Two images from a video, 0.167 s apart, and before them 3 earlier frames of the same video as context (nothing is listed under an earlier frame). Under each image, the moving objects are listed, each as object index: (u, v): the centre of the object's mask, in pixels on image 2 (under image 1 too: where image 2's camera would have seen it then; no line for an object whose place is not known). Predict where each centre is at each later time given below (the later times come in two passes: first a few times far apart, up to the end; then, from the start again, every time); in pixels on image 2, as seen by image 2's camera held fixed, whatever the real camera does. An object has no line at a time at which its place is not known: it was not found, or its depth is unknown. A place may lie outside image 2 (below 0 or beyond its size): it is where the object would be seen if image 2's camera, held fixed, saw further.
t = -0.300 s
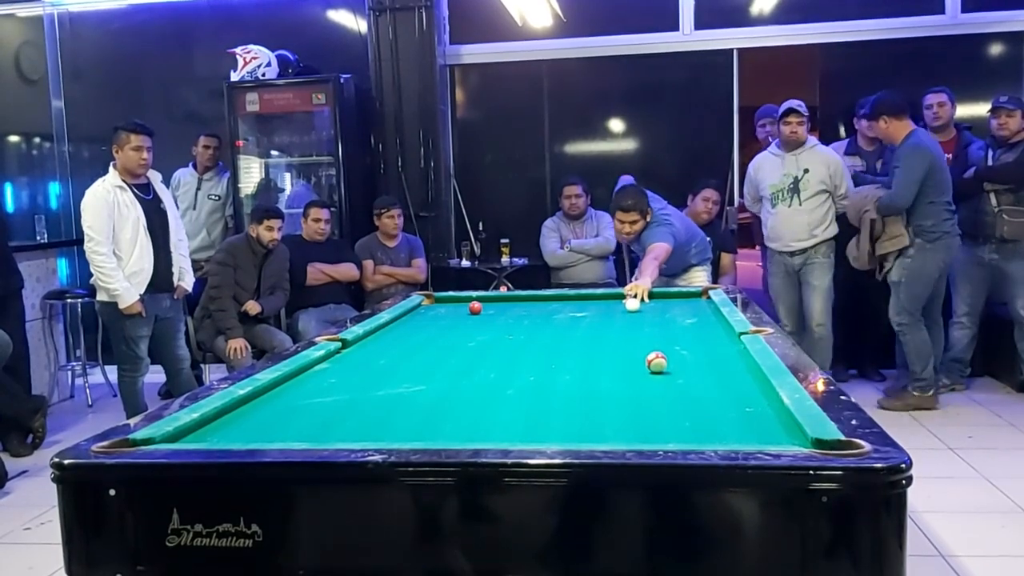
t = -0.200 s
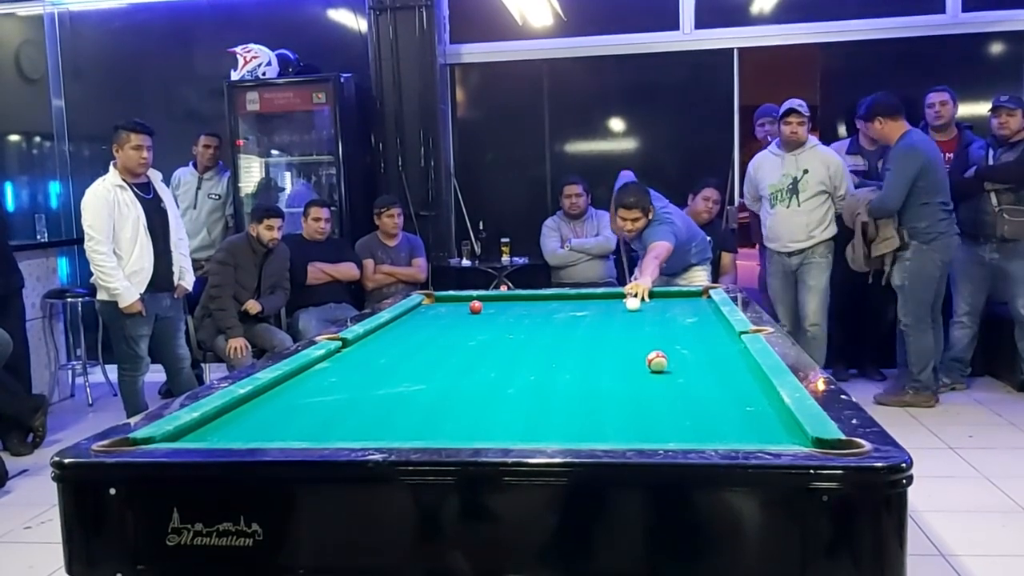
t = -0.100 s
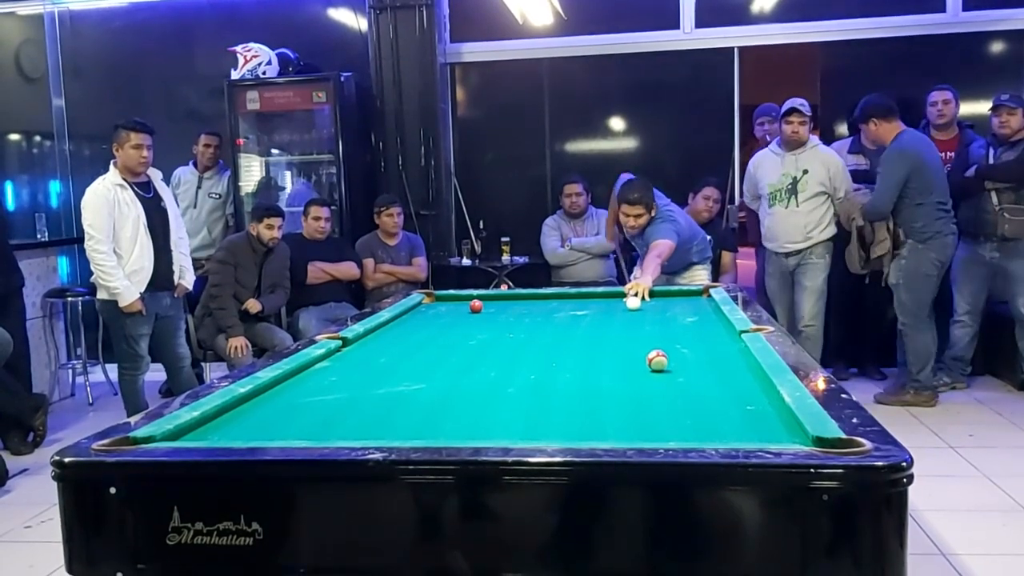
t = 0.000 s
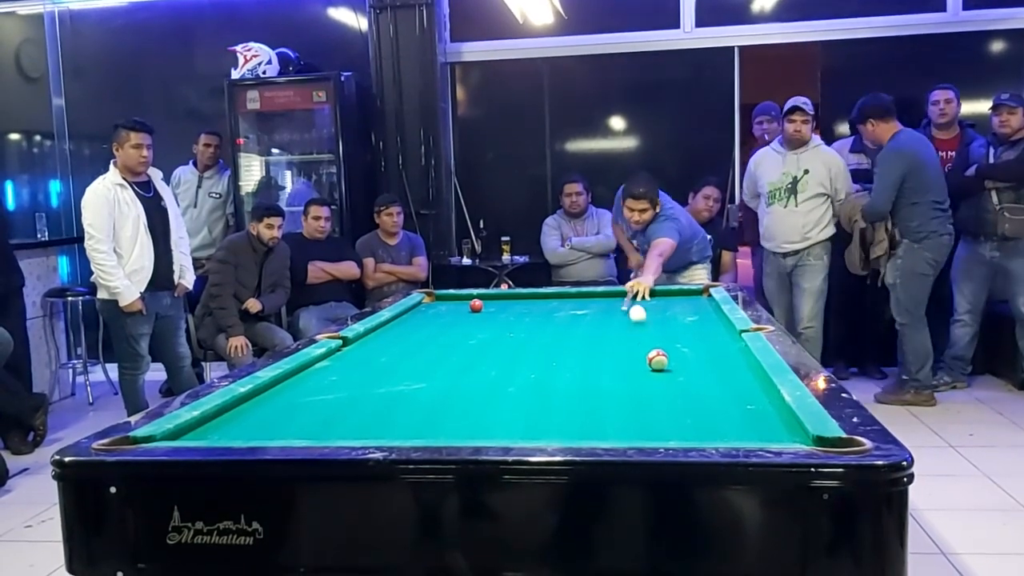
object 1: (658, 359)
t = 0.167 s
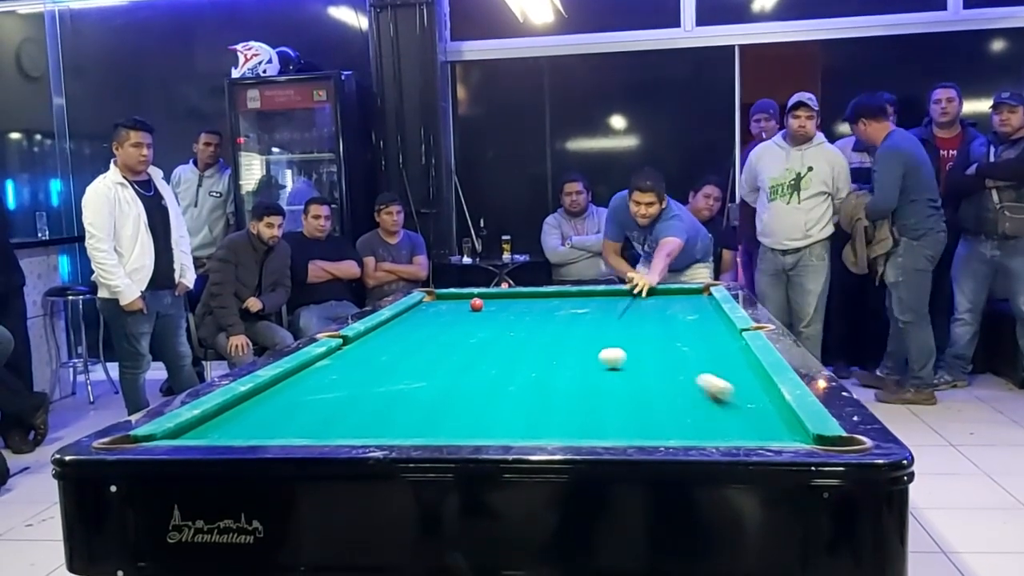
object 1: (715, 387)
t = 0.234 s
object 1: (792, 430)
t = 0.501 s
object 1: (642, 359)
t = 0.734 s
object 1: (586, 323)
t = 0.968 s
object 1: (551, 300)
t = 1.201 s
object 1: (524, 301)
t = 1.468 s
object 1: (485, 321)
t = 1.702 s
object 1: (443, 340)
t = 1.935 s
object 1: (388, 364)
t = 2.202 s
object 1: (305, 400)
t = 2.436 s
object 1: (213, 433)
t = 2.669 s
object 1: (264, 408)
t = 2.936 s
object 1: (303, 383)
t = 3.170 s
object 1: (331, 365)
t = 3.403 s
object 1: (352, 351)
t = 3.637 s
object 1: (370, 339)
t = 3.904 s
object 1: (387, 328)
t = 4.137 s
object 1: (400, 319)
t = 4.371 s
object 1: (411, 312)
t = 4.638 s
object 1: (421, 305)
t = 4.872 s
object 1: (429, 300)
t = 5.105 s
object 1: (436, 295)
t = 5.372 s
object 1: (429, 298)
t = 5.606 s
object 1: (429, 300)
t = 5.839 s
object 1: (429, 303)
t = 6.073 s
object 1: (429, 305)
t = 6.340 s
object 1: (429, 307)
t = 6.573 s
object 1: (429, 309)
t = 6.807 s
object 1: (429, 311)
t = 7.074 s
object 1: (429, 313)
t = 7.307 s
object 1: (430, 314)
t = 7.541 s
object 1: (429, 314)
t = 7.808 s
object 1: (428, 315)
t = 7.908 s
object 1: (429, 315)
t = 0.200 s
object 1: (755, 410)
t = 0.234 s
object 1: (792, 430)
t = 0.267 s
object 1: (768, 429)
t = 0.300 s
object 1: (741, 417)
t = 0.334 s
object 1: (719, 405)
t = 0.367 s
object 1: (700, 391)
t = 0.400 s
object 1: (681, 383)
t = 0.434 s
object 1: (667, 374)
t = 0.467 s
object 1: (653, 365)
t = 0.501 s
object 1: (642, 359)
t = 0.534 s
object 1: (631, 352)
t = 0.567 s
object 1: (622, 347)
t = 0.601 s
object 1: (613, 340)
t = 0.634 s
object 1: (606, 336)
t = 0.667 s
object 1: (599, 331)
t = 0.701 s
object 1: (593, 327)
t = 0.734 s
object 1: (586, 323)
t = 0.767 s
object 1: (580, 320)
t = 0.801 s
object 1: (575, 316)
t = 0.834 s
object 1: (569, 313)
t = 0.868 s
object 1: (565, 309)
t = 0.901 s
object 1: (560, 306)
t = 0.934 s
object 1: (556, 304)
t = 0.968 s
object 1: (551, 300)
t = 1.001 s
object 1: (548, 298)
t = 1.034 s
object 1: (543, 295)
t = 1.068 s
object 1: (540, 293)
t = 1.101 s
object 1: (536, 293)
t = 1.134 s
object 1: (533, 294)
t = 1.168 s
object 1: (528, 298)
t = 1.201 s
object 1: (524, 301)
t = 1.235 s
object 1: (520, 304)
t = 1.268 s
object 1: (515, 306)
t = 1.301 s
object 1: (511, 309)
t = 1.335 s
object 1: (506, 311)
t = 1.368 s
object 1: (501, 314)
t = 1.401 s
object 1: (495, 316)
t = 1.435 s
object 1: (491, 318)
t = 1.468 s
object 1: (485, 321)
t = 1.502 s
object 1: (480, 323)
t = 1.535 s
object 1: (474, 326)
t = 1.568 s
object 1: (468, 329)
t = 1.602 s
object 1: (462, 331)
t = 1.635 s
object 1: (456, 334)
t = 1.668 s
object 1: (450, 337)
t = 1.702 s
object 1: (443, 340)
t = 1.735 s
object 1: (436, 343)
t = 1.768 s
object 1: (428, 346)
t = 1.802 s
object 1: (422, 349)
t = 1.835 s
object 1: (414, 353)
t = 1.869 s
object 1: (405, 356)
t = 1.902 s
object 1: (398, 360)
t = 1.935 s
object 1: (388, 364)
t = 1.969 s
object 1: (380, 368)
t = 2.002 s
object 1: (371, 372)
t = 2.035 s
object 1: (360, 377)
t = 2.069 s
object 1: (350, 381)
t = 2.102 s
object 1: (340, 385)
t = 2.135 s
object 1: (328, 390)
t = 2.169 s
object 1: (317, 395)
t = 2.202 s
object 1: (305, 400)
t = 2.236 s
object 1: (292, 406)
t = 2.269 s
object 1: (278, 412)
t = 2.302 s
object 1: (265, 418)
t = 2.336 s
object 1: (250, 423)
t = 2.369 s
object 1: (235, 428)
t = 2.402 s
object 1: (220, 432)
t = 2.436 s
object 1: (213, 433)
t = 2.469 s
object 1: (222, 430)
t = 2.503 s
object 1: (231, 426)
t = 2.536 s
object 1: (238, 424)
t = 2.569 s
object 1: (245, 419)
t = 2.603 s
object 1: (252, 416)
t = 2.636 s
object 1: (258, 412)
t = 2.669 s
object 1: (264, 408)
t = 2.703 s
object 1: (269, 405)
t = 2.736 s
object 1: (274, 401)
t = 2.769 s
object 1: (280, 398)
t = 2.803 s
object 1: (285, 394)
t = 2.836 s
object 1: (290, 391)
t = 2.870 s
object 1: (294, 388)
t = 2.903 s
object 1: (299, 385)
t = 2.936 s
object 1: (303, 383)
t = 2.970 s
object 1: (307, 380)
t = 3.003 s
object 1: (312, 377)
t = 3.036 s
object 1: (315, 375)
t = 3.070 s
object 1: (319, 372)
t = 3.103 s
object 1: (323, 370)
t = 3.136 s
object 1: (327, 368)
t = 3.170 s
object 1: (331, 365)
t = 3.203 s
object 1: (334, 363)
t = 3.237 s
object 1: (337, 361)
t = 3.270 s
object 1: (341, 358)
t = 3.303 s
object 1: (344, 357)
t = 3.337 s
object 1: (347, 354)
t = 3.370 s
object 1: (350, 352)
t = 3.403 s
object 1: (352, 351)
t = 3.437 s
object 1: (355, 348)
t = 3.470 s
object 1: (358, 347)
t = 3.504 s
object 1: (361, 346)
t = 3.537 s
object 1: (363, 344)
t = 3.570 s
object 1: (366, 342)
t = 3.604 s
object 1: (368, 340)
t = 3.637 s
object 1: (370, 339)
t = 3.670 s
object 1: (373, 338)
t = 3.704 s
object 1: (375, 336)
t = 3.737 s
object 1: (377, 334)
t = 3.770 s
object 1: (379, 333)
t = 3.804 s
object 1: (381, 332)
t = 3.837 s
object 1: (383, 330)
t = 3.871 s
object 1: (386, 329)
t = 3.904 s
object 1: (387, 328)
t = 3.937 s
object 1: (390, 326)
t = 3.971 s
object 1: (391, 325)
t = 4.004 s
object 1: (393, 324)
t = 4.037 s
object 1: (395, 323)
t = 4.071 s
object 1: (397, 322)
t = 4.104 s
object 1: (398, 320)
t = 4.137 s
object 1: (400, 319)
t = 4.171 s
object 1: (401, 318)
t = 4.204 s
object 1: (403, 317)
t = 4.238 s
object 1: (405, 316)
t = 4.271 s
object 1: (406, 315)
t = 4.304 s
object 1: (408, 314)
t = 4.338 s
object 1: (409, 313)
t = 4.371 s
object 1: (411, 312)
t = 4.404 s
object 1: (412, 311)
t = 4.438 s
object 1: (413, 310)
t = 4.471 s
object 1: (415, 309)
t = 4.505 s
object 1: (416, 309)
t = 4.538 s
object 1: (418, 308)
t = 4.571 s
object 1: (419, 306)
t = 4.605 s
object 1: (420, 306)
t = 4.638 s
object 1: (421, 305)
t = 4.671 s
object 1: (422, 304)
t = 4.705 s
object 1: (424, 303)
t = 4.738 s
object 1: (425, 303)
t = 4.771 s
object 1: (426, 302)
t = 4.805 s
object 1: (427, 301)
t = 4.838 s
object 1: (428, 301)
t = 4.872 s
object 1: (429, 300)
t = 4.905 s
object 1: (430, 299)
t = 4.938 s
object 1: (431, 299)
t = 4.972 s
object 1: (433, 298)
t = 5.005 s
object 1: (434, 297)
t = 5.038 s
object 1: (435, 296)
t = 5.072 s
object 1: (435, 296)
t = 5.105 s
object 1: (436, 295)
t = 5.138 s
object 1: (436, 295)
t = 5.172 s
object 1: (434, 296)
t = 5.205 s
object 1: (433, 296)
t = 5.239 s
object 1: (430, 296)
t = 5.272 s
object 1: (430, 297)
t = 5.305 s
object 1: (429, 297)
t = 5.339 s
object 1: (429, 297)
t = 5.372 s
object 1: (429, 298)
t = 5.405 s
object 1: (430, 298)
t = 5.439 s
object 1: (430, 299)
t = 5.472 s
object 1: (429, 299)
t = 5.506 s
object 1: (429, 300)
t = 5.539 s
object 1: (429, 300)
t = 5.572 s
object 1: (429, 300)
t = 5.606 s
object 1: (429, 300)
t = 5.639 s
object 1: (429, 300)
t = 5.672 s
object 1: (429, 301)
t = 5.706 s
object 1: (429, 302)
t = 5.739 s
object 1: (429, 301)
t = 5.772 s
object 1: (429, 302)
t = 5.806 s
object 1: (429, 302)
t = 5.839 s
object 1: (429, 303)
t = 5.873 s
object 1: (430, 303)
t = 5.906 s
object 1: (429, 303)
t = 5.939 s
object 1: (429, 304)
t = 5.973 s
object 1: (429, 304)
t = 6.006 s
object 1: (429, 304)
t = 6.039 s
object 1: (429, 305)
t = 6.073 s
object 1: (429, 305)
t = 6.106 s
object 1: (429, 305)
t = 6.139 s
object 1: (429, 305)
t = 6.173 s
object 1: (429, 306)
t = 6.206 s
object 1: (429, 306)
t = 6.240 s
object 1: (429, 306)
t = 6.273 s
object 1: (429, 306)
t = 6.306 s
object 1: (429, 307)
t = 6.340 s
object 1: (429, 307)
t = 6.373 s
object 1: (429, 308)
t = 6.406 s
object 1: (429, 308)
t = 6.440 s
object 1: (429, 308)
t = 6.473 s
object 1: (429, 308)
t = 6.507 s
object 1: (429, 309)
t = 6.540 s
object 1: (429, 309)
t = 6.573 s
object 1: (429, 309)
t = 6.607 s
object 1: (429, 310)
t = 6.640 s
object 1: (429, 310)
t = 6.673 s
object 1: (429, 310)
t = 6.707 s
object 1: (429, 310)
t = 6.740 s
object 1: (429, 310)
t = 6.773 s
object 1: (429, 311)
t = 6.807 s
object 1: (429, 311)
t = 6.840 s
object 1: (429, 311)
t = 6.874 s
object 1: (429, 311)
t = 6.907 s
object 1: (429, 311)
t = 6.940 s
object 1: (429, 312)
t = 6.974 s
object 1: (429, 312)
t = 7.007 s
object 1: (429, 312)
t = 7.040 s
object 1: (429, 312)
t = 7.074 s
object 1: (429, 313)
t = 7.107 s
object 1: (429, 313)
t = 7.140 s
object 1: (429, 313)
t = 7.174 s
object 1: (430, 313)
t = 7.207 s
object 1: (430, 313)
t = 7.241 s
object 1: (430, 313)
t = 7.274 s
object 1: (430, 313)
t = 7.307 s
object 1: (430, 314)
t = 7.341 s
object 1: (429, 314)
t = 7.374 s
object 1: (430, 314)
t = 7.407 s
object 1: (430, 314)
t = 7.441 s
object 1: (429, 314)
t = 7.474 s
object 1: (429, 314)
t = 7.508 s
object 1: (429, 314)
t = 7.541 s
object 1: (429, 314)
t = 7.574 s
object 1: (429, 315)
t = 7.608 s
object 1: (429, 315)
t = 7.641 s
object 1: (429, 315)
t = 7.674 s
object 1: (429, 315)
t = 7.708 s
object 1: (429, 315)
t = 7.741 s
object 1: (429, 315)
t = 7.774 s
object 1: (429, 315)
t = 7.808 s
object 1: (428, 315)
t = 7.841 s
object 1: (429, 315)
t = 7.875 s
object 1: (429, 315)
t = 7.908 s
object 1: (429, 315)
